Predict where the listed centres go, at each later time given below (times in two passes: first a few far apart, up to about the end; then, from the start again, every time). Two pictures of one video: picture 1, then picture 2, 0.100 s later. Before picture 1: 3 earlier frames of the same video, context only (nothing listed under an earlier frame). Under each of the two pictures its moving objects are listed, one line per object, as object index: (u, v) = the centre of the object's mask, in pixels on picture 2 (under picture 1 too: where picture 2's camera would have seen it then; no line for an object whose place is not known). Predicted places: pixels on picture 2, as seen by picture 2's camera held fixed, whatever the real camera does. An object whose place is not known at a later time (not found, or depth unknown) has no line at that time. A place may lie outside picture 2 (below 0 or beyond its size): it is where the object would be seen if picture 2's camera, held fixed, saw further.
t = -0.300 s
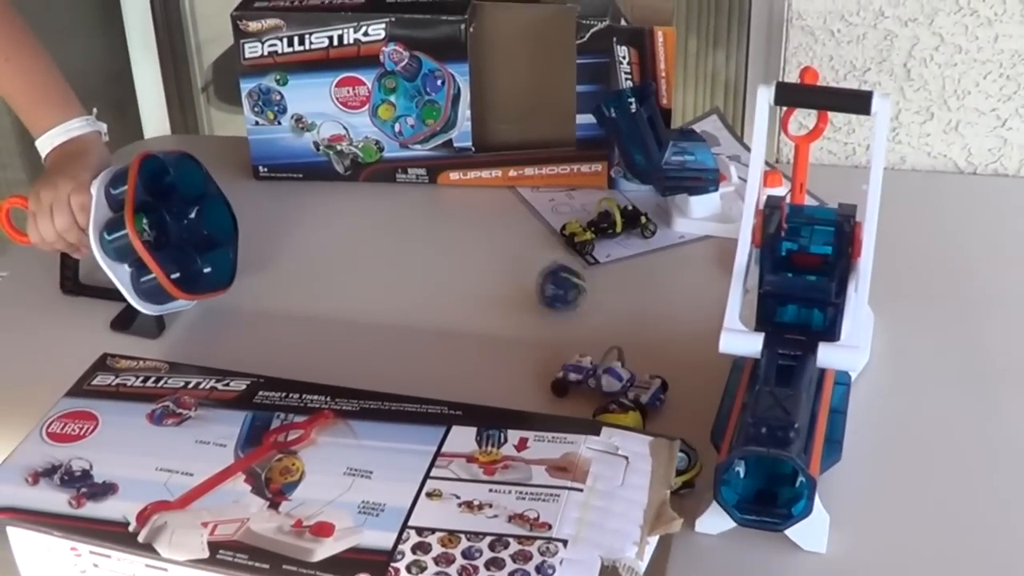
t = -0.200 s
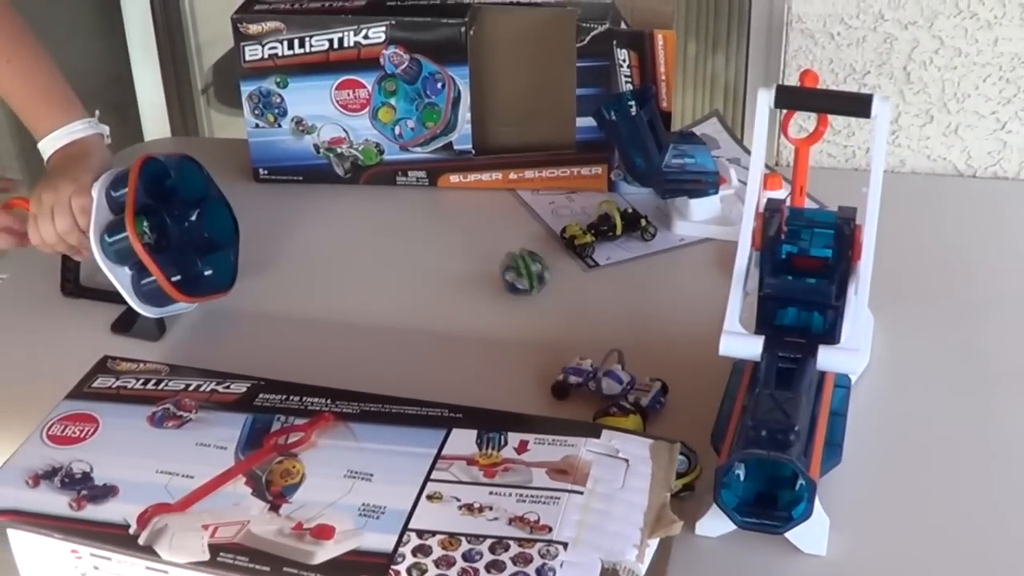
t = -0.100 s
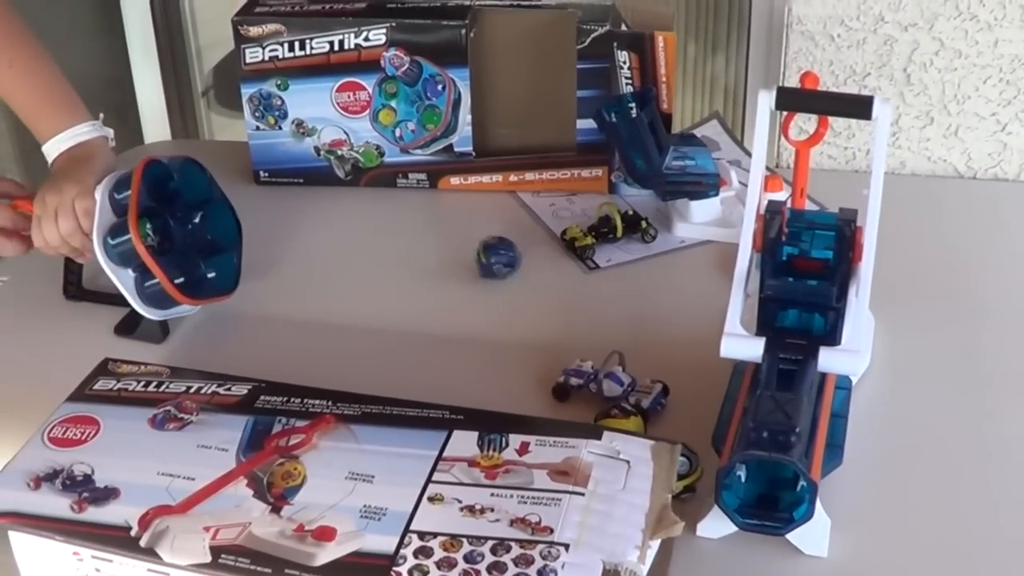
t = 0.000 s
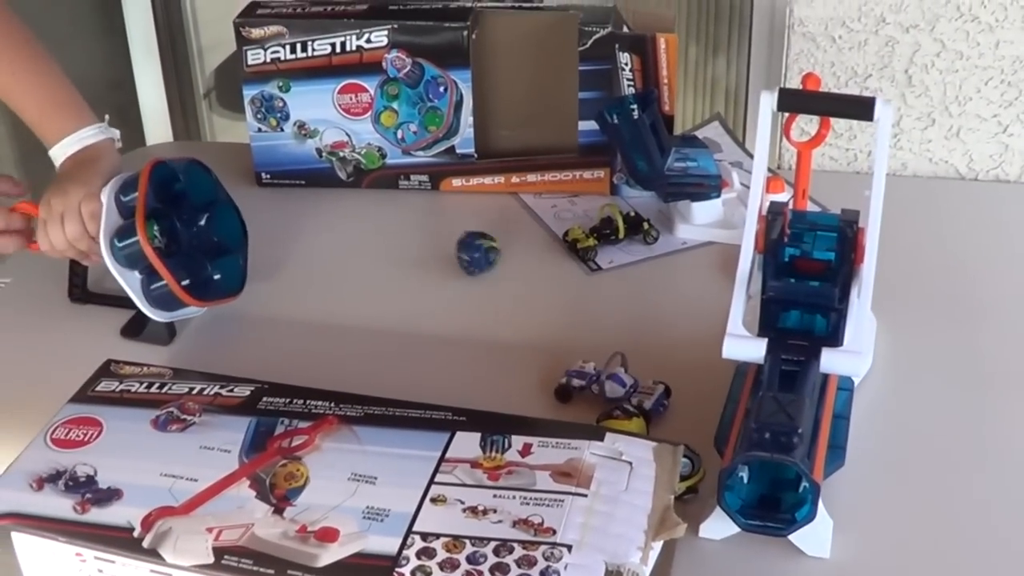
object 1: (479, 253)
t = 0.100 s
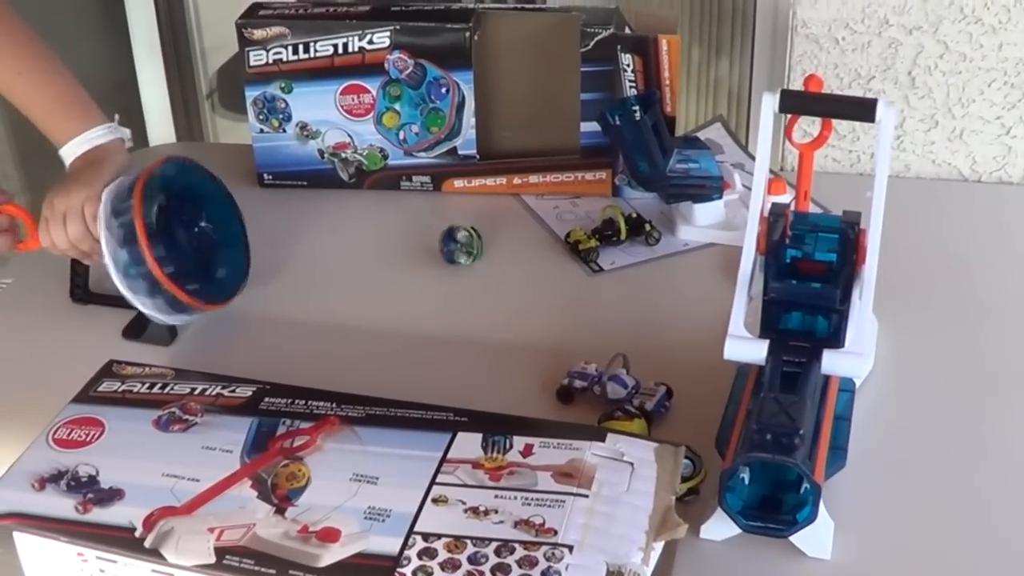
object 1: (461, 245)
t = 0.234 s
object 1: (450, 238)
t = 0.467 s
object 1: (432, 233)
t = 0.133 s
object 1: (457, 242)
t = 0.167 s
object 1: (454, 240)
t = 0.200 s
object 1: (453, 239)
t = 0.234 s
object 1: (450, 238)
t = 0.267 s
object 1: (445, 235)
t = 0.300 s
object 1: (442, 233)
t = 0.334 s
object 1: (440, 232)
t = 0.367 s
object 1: (436, 232)
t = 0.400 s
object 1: (434, 232)
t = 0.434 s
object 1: (432, 233)
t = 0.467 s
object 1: (432, 233)
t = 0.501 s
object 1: (432, 234)
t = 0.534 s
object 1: (431, 235)
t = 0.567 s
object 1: (430, 236)
